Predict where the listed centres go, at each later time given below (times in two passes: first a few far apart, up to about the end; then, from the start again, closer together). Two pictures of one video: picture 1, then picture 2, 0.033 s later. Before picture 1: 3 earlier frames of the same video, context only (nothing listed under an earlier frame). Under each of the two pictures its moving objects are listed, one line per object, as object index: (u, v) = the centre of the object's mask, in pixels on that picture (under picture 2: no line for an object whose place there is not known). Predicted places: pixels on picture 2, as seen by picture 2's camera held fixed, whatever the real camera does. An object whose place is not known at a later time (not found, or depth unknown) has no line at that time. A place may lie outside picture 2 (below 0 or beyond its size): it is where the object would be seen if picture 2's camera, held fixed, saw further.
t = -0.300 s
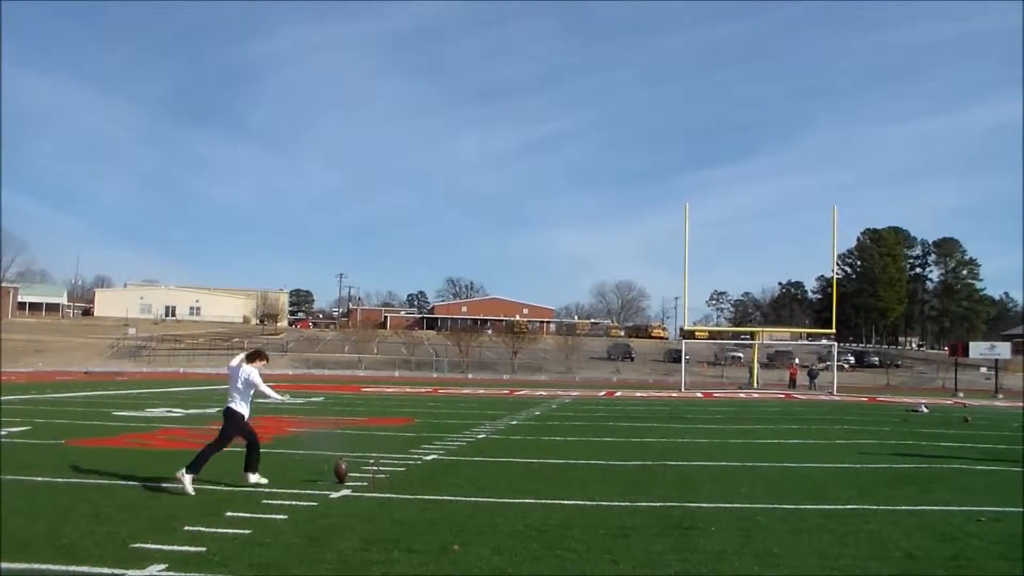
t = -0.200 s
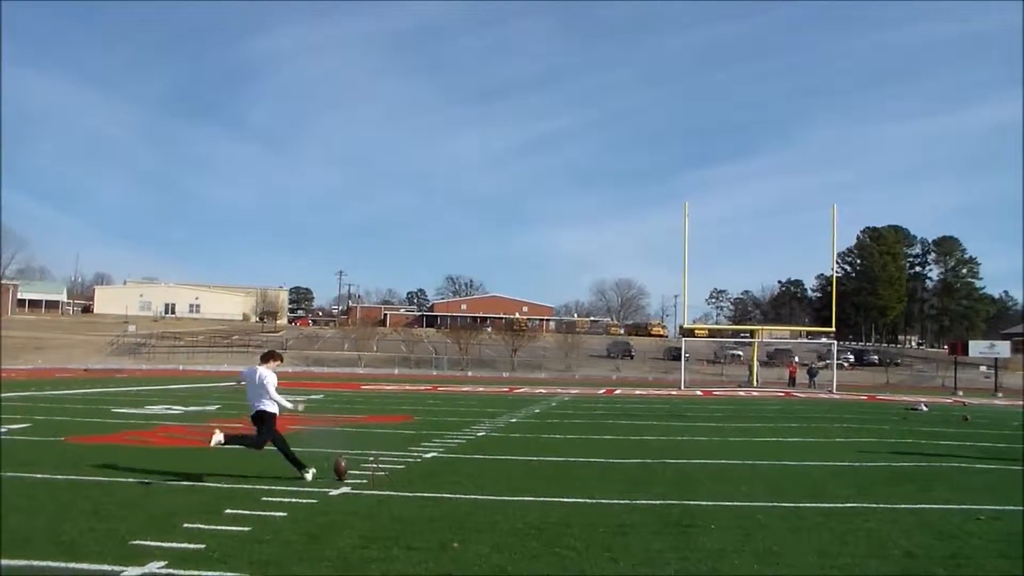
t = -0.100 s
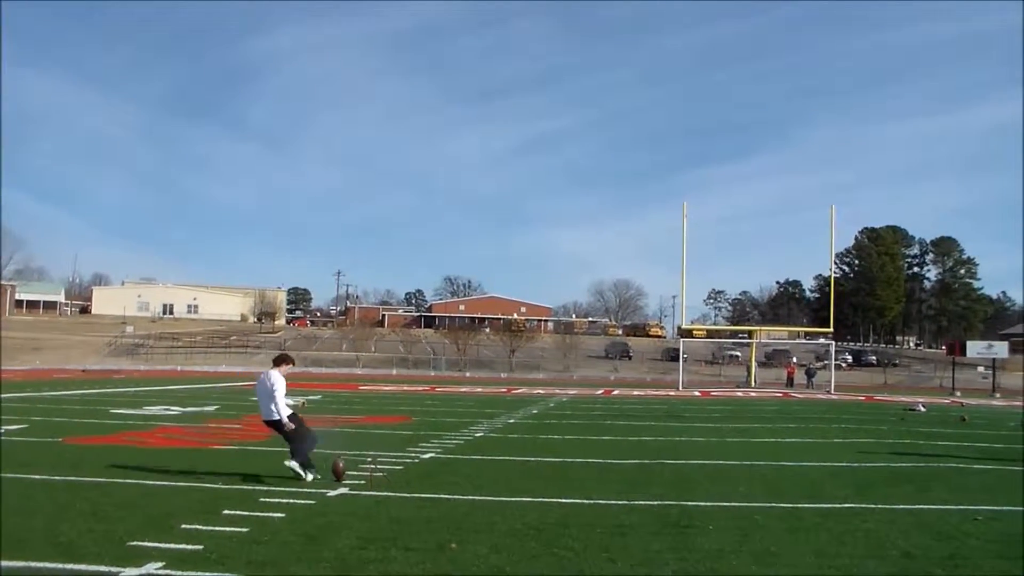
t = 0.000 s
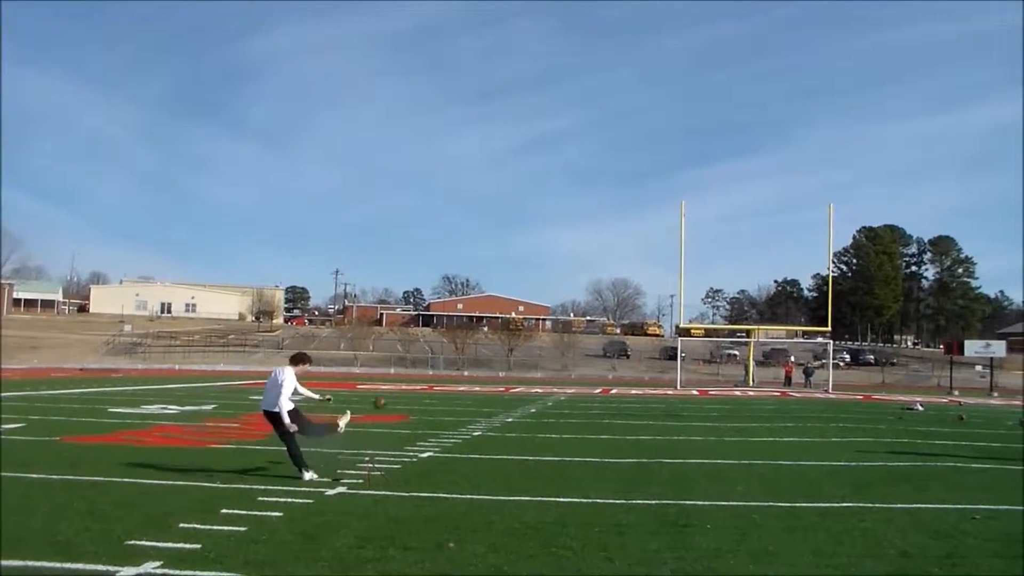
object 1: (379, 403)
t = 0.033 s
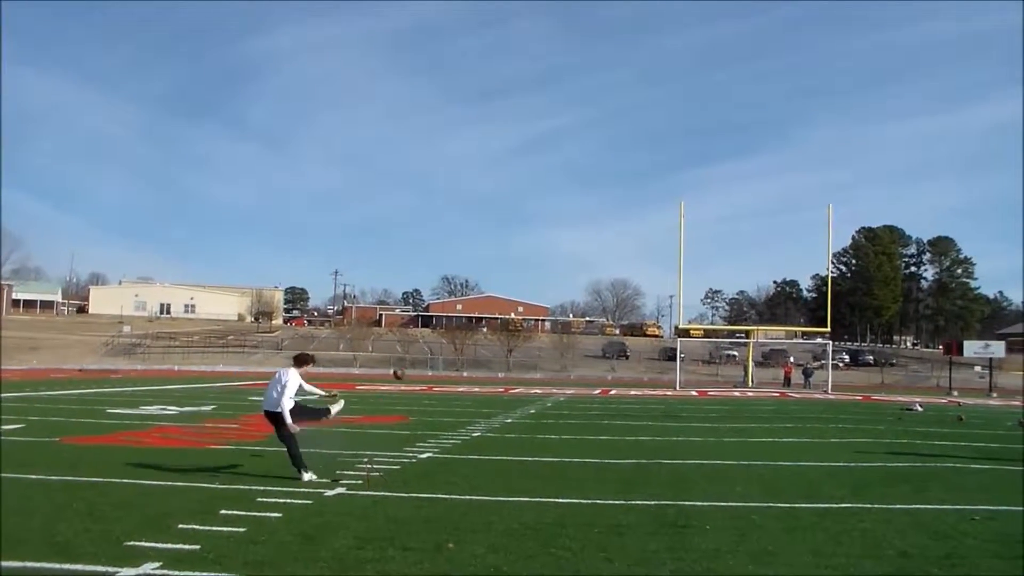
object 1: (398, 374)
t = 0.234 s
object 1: (486, 250)
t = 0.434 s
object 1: (542, 184)
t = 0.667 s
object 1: (585, 146)
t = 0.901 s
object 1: (614, 136)
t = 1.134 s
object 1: (634, 143)
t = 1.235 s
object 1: (642, 150)
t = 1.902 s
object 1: (673, 242)
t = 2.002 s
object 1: (676, 260)
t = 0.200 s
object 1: (474, 266)
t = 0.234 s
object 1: (486, 250)
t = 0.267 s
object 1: (498, 236)
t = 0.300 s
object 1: (508, 224)
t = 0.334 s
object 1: (517, 212)
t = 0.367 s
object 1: (526, 201)
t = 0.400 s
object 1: (534, 192)
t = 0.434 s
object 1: (542, 184)
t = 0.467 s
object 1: (549, 176)
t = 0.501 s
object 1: (556, 169)
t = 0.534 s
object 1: (562, 163)
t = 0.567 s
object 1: (569, 158)
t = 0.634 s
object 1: (580, 150)
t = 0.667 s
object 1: (585, 146)
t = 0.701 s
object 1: (589, 144)
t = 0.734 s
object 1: (594, 141)
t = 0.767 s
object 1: (598, 139)
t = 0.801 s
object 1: (602, 138)
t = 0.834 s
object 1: (606, 137)
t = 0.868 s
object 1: (610, 136)
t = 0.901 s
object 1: (614, 136)
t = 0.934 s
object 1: (617, 136)
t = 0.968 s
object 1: (620, 136)
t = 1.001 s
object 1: (623, 137)
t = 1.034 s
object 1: (626, 138)
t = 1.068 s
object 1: (629, 140)
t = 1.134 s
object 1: (634, 143)
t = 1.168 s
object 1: (637, 145)
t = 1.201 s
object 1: (639, 148)
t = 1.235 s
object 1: (642, 150)
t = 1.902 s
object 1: (673, 242)
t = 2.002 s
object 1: (676, 260)
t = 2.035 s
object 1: (677, 266)
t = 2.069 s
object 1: (678, 273)
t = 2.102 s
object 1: (679, 280)
